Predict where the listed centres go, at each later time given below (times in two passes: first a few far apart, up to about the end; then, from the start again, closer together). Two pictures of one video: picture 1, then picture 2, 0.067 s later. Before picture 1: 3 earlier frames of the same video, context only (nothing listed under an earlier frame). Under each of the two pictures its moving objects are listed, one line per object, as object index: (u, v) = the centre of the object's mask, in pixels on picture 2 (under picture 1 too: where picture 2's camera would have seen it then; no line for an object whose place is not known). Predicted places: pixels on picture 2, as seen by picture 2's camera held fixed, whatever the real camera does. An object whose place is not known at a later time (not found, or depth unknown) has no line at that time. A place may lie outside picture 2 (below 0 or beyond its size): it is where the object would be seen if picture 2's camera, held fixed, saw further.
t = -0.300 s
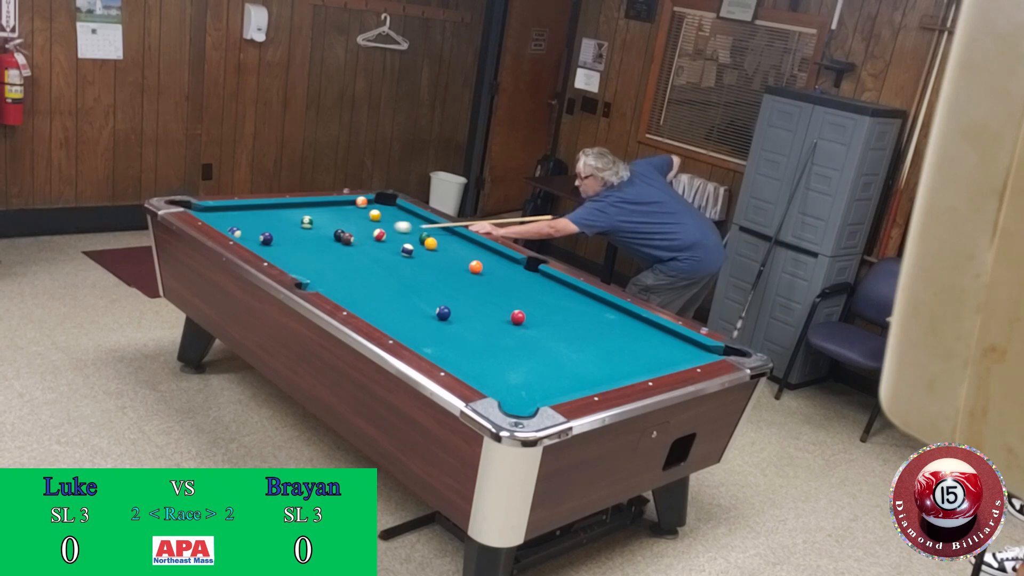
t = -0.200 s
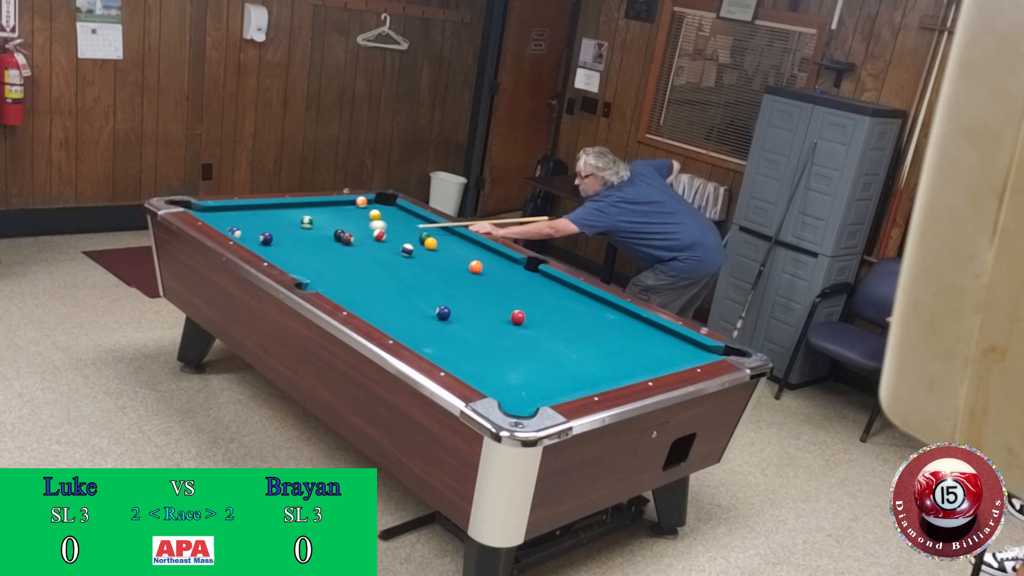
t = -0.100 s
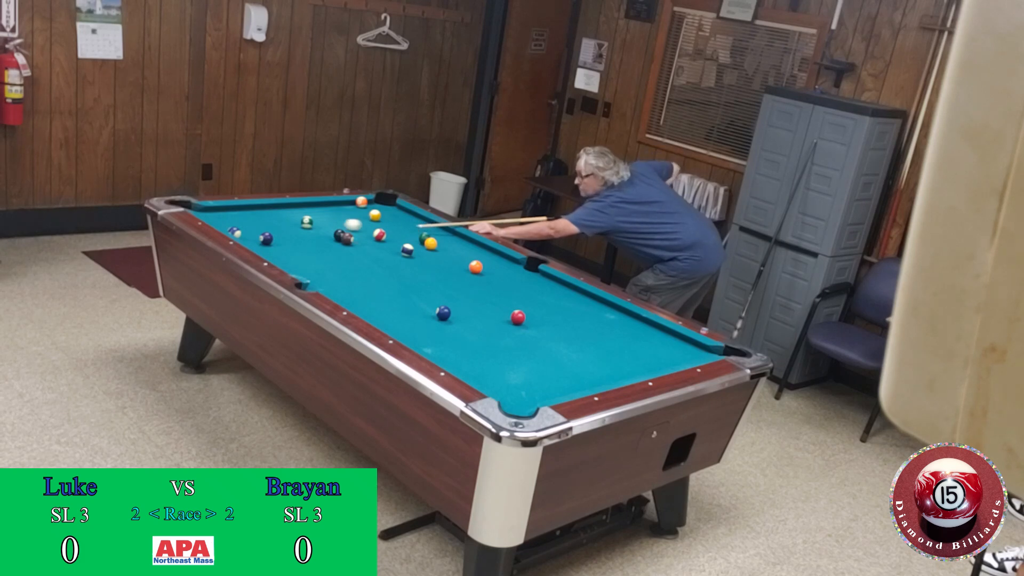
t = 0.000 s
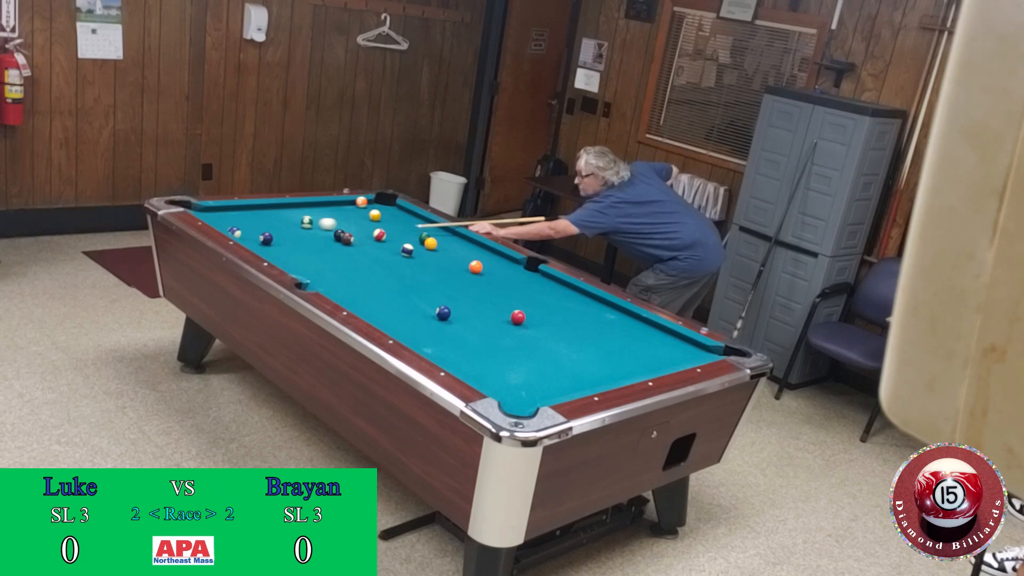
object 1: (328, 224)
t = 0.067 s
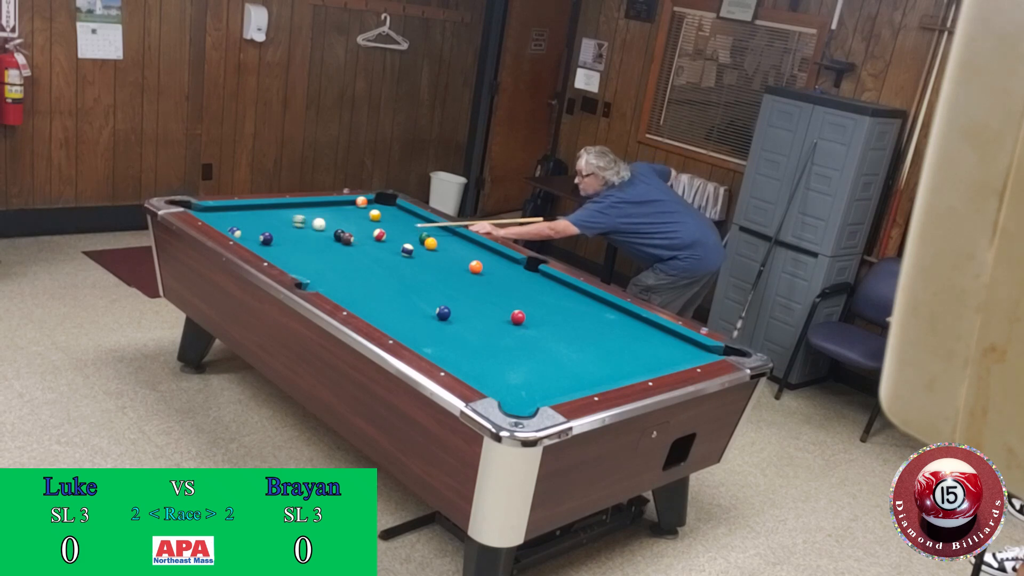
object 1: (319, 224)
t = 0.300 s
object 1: (307, 227)
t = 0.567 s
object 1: (292, 230)
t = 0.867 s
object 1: (276, 233)
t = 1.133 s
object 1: (261, 232)
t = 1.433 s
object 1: (252, 234)
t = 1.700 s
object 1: (248, 234)
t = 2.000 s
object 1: (249, 234)
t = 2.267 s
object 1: (249, 234)
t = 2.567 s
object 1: (249, 234)
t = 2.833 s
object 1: (249, 234)
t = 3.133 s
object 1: (249, 234)
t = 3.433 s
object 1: (249, 234)
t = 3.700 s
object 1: (249, 234)
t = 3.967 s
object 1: (249, 234)
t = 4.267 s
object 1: (249, 234)
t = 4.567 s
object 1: (249, 234)
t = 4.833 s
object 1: (249, 234)
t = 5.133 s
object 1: (249, 234)
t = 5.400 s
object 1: (249, 234)
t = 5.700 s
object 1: (249, 234)
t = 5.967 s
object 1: (249, 234)
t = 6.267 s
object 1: (249, 234)
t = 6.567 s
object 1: (249, 234)
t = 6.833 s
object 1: (249, 234)
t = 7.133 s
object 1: (249, 234)
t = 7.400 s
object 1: (249, 234)
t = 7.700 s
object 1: (249, 234)
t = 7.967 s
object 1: (249, 234)
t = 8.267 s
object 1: (249, 234)
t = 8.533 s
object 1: (249, 234)
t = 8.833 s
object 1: (248, 234)
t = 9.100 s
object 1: (248, 234)
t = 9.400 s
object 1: (249, 234)
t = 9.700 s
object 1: (248, 234)
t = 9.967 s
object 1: (248, 234)
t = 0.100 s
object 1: (318, 225)
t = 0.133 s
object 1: (317, 225)
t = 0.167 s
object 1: (315, 225)
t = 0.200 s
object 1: (313, 226)
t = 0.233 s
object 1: (311, 226)
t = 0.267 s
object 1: (309, 227)
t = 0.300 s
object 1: (307, 227)
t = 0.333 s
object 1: (305, 227)
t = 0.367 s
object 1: (303, 228)
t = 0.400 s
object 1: (301, 228)
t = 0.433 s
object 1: (299, 229)
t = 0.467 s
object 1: (297, 229)
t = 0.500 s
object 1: (295, 229)
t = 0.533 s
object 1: (293, 230)
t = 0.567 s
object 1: (292, 230)
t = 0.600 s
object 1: (290, 230)
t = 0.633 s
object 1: (288, 231)
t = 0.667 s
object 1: (286, 231)
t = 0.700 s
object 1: (284, 231)
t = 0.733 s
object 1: (282, 232)
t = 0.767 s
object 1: (280, 232)
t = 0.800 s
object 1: (278, 232)
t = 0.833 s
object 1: (277, 232)
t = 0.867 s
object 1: (276, 233)
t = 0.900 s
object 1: (274, 233)
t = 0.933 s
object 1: (273, 233)
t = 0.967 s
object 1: (271, 232)
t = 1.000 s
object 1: (269, 232)
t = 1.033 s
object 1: (267, 231)
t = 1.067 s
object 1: (265, 231)
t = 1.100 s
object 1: (263, 232)
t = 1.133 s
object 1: (261, 232)
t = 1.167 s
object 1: (260, 232)
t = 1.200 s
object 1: (259, 232)
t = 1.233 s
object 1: (258, 233)
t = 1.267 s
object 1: (257, 233)
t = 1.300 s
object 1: (256, 233)
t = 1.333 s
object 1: (255, 233)
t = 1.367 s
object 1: (254, 234)
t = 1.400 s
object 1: (253, 234)
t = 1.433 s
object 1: (252, 234)
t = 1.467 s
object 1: (251, 234)
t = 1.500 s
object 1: (250, 234)
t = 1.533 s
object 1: (249, 234)
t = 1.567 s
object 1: (248, 234)
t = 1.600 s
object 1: (248, 234)
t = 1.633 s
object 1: (248, 234)
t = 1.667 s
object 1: (248, 234)
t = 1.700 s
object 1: (248, 234)
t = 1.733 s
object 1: (248, 234)
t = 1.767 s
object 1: (248, 234)
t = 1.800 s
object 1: (248, 234)
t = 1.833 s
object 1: (249, 234)
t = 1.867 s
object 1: (249, 234)
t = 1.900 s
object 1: (249, 234)
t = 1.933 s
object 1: (249, 234)
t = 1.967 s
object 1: (249, 234)
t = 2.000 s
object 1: (249, 234)
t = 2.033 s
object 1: (249, 234)
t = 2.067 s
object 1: (249, 234)
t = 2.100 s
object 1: (249, 234)
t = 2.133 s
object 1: (249, 234)
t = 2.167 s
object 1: (249, 234)
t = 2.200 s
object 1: (249, 234)
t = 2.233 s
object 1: (249, 234)
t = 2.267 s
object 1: (249, 234)
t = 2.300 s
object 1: (249, 234)
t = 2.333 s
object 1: (249, 234)
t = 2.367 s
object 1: (249, 234)
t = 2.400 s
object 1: (249, 234)
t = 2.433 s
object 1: (249, 234)
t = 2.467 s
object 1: (249, 234)
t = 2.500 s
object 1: (249, 234)
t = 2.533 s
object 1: (249, 234)
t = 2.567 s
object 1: (249, 234)
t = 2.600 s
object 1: (249, 234)
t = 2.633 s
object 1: (249, 234)
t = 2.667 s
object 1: (249, 234)
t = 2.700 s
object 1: (249, 234)
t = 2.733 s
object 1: (249, 234)
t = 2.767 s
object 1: (249, 234)
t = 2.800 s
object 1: (249, 234)
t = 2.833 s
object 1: (249, 234)
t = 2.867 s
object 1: (249, 234)
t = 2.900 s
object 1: (249, 234)
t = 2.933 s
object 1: (249, 234)
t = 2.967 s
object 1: (249, 234)
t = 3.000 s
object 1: (249, 234)
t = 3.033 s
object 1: (249, 234)
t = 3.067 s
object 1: (249, 234)
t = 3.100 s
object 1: (249, 234)
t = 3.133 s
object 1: (249, 234)
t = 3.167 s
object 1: (249, 234)
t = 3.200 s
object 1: (249, 234)
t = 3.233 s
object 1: (249, 234)
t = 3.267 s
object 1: (249, 234)
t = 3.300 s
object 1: (249, 234)
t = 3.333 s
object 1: (249, 234)
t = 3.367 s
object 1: (249, 234)
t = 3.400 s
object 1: (249, 234)
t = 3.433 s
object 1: (249, 234)
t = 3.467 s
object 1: (249, 234)
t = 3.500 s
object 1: (249, 234)
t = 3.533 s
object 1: (249, 234)
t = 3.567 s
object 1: (249, 234)
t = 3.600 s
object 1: (249, 234)
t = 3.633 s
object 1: (249, 234)
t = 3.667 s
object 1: (249, 234)
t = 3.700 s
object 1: (249, 234)
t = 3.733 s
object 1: (249, 234)
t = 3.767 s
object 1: (249, 234)
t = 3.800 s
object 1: (249, 234)
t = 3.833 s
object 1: (249, 234)
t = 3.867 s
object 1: (248, 234)
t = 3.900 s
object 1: (249, 234)
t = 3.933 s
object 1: (249, 234)
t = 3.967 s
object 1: (249, 234)
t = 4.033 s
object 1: (249, 234)
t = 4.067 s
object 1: (249, 234)
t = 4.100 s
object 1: (249, 234)
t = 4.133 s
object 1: (249, 234)
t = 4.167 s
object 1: (249, 234)
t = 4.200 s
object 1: (249, 234)
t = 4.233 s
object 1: (249, 234)
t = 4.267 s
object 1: (249, 234)
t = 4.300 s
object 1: (249, 234)
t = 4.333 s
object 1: (249, 234)
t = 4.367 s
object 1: (249, 234)
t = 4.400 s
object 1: (249, 234)
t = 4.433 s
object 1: (249, 234)
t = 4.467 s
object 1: (249, 234)
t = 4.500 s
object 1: (249, 234)
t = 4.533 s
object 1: (249, 234)
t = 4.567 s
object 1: (249, 234)
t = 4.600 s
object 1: (249, 234)
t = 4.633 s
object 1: (249, 234)
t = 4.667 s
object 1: (249, 234)
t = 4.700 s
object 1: (249, 234)
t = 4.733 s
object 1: (249, 234)
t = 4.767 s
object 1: (249, 234)
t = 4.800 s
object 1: (249, 234)
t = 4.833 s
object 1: (249, 234)
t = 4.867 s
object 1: (249, 234)
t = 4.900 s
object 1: (249, 234)
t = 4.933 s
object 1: (249, 234)
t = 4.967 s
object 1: (249, 234)
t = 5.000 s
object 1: (249, 234)
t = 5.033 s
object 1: (249, 234)
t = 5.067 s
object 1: (249, 234)
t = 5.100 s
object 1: (249, 234)
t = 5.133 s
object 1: (249, 234)
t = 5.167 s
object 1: (249, 234)
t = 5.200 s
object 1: (249, 234)
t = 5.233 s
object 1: (249, 234)
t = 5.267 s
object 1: (249, 234)
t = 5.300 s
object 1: (249, 234)
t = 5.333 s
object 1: (249, 234)
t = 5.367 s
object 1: (249, 234)
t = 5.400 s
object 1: (249, 234)
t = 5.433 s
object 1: (249, 234)
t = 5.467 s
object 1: (249, 234)
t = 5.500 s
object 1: (249, 234)
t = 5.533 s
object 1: (249, 234)
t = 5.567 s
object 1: (249, 234)
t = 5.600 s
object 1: (249, 234)
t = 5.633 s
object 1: (249, 234)
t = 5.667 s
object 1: (249, 234)
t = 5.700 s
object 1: (249, 234)
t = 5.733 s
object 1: (249, 234)
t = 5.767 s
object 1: (249, 234)
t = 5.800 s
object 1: (249, 234)
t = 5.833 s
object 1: (249, 234)
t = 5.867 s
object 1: (249, 234)
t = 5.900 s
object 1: (249, 234)
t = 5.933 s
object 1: (249, 234)
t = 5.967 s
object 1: (249, 234)
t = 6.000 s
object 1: (249, 234)
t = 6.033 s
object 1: (249, 234)
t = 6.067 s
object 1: (249, 234)
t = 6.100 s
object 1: (249, 234)
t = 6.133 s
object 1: (249, 234)
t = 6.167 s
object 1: (249, 234)
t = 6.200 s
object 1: (249, 234)
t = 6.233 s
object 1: (249, 234)
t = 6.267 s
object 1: (249, 234)
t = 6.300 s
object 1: (249, 234)
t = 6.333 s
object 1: (249, 234)
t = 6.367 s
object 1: (249, 234)
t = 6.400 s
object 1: (249, 234)
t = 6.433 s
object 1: (249, 234)
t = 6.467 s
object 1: (249, 234)
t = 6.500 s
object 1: (249, 234)
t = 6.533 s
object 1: (249, 234)
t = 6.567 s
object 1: (249, 234)
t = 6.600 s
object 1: (249, 234)
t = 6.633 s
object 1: (249, 234)
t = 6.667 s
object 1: (249, 234)
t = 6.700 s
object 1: (249, 234)
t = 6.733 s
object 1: (249, 234)
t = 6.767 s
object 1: (249, 234)
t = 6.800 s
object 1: (249, 234)
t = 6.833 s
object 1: (249, 234)
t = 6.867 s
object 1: (249, 234)
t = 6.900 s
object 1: (249, 234)
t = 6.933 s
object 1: (249, 234)
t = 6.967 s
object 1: (249, 234)
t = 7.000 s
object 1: (249, 234)
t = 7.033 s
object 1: (249, 234)
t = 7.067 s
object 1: (249, 234)
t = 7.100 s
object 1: (249, 234)
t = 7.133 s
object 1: (249, 234)
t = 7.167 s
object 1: (249, 234)
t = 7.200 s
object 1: (249, 234)
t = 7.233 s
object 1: (249, 234)
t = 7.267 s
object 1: (249, 234)
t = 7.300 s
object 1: (249, 234)
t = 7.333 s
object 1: (249, 234)
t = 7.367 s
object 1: (249, 234)
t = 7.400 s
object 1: (249, 234)
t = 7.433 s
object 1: (249, 234)
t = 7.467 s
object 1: (249, 234)
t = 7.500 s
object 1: (249, 234)
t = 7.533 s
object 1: (249, 234)
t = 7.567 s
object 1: (249, 234)
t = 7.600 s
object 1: (249, 234)
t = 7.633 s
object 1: (249, 234)
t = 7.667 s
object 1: (249, 234)
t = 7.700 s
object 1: (249, 234)
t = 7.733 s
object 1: (249, 234)
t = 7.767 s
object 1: (249, 234)
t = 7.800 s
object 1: (249, 234)
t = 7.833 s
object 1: (249, 234)
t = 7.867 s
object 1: (249, 234)
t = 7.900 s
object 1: (249, 234)
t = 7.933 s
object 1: (249, 234)
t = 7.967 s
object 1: (249, 234)
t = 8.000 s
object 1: (249, 234)
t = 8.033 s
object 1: (249, 234)
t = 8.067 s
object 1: (249, 234)
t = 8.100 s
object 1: (249, 234)
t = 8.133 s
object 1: (249, 234)
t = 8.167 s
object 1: (249, 234)
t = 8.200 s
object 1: (249, 234)
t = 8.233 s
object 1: (249, 234)
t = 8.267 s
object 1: (249, 234)
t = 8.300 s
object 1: (249, 234)
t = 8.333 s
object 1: (249, 234)
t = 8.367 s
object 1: (249, 234)
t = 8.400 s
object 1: (249, 234)
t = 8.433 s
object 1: (249, 234)
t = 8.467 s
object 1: (249, 234)
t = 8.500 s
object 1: (249, 234)
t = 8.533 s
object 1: (249, 234)
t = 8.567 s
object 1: (249, 234)
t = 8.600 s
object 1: (249, 234)
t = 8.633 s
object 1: (249, 234)
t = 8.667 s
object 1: (249, 234)
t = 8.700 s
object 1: (249, 234)
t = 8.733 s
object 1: (249, 234)
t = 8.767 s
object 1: (249, 234)
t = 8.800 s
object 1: (248, 234)
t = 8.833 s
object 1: (248, 234)
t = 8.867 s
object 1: (249, 234)
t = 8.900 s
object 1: (249, 234)
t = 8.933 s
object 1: (248, 234)
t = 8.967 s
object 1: (248, 234)
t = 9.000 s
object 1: (249, 234)
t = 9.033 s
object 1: (249, 234)
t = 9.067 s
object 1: (249, 234)
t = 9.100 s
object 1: (248, 234)
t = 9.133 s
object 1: (248, 234)
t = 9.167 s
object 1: (248, 234)
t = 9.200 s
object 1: (249, 234)
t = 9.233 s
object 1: (248, 234)
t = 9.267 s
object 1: (249, 234)
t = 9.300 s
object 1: (249, 234)
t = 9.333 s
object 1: (248, 234)
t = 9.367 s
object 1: (248, 234)
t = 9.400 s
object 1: (249, 234)
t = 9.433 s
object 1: (248, 234)
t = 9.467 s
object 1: (248, 234)
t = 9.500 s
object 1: (248, 234)
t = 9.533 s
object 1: (249, 234)
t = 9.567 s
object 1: (248, 234)
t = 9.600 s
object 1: (249, 234)
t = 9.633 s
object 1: (249, 234)
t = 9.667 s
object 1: (248, 234)
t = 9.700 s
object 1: (248, 234)
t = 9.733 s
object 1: (248, 234)
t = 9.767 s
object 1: (249, 234)
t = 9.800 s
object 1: (249, 234)
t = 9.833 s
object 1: (248, 234)
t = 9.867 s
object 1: (248, 234)
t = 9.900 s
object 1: (248, 234)
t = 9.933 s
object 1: (249, 234)
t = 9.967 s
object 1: (248, 234)
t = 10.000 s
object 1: (248, 234)
